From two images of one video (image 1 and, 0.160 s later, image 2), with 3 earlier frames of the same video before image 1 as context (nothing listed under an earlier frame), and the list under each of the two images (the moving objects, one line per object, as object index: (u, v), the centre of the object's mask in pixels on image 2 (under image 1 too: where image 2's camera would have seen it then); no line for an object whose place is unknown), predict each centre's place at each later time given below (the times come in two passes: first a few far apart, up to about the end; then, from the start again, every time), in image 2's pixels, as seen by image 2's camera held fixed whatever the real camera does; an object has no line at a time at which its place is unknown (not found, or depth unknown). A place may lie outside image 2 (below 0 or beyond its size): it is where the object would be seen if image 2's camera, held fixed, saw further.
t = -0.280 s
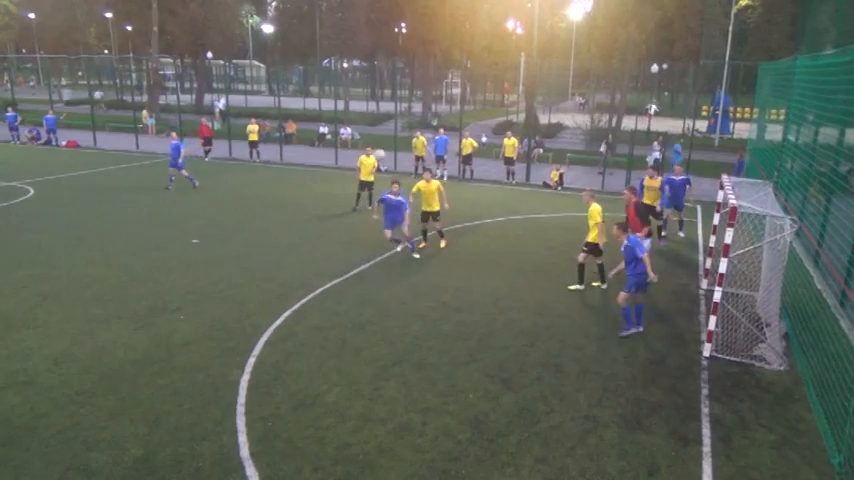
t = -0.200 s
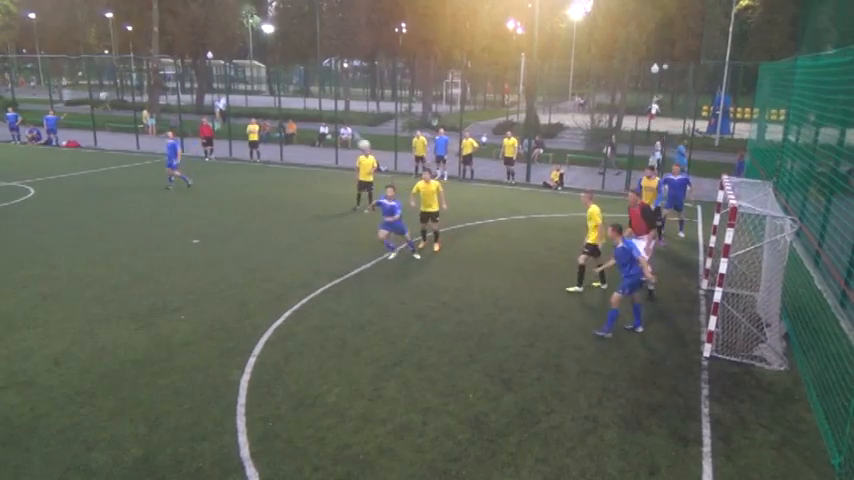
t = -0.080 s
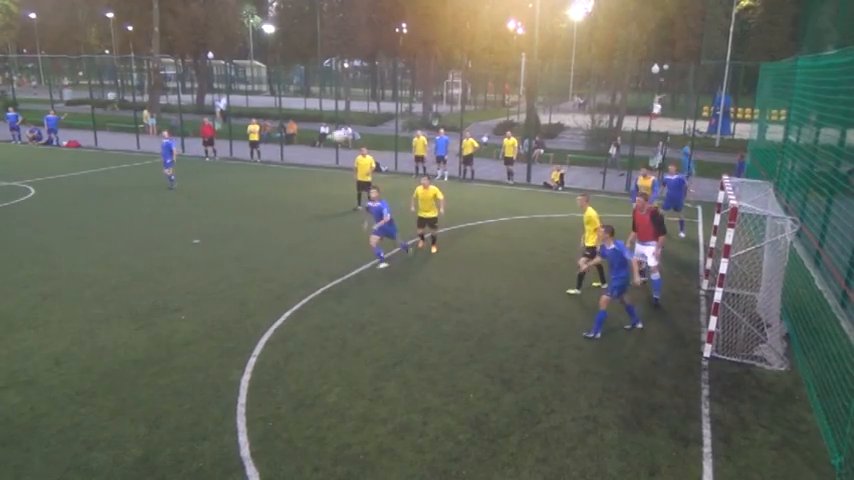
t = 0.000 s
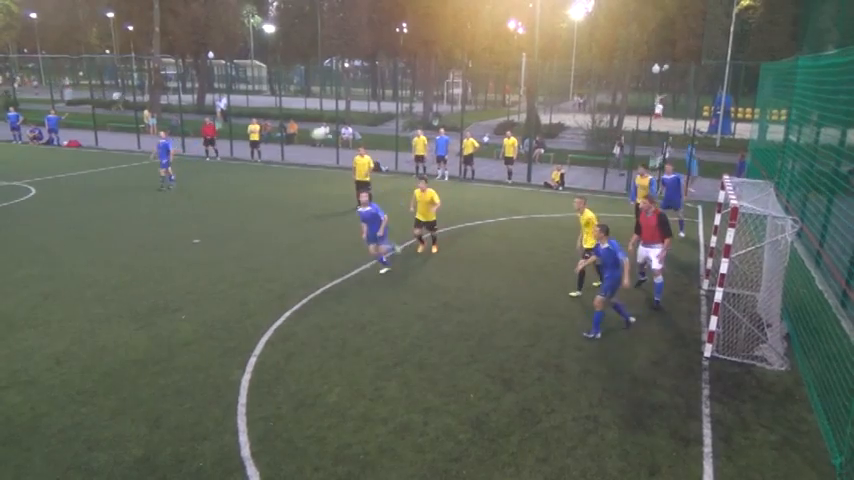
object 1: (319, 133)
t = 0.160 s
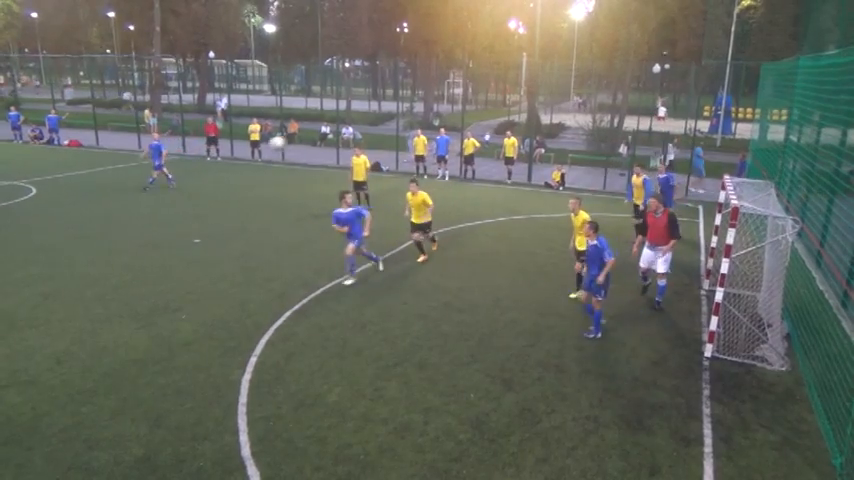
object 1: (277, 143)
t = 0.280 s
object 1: (240, 162)
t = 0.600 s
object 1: (125, 286)
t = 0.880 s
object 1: (25, 402)
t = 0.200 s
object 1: (265, 148)
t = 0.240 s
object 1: (253, 154)
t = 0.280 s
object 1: (240, 162)
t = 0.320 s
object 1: (228, 171)
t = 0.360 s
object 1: (215, 182)
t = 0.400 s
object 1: (201, 195)
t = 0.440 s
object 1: (187, 209)
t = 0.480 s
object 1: (172, 226)
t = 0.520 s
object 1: (157, 244)
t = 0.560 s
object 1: (141, 264)
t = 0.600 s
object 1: (125, 286)
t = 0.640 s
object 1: (109, 310)
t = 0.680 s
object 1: (91, 337)
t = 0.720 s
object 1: (74, 365)
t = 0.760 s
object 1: (55, 398)
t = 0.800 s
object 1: (39, 422)
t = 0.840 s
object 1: (32, 413)
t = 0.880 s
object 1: (25, 402)
